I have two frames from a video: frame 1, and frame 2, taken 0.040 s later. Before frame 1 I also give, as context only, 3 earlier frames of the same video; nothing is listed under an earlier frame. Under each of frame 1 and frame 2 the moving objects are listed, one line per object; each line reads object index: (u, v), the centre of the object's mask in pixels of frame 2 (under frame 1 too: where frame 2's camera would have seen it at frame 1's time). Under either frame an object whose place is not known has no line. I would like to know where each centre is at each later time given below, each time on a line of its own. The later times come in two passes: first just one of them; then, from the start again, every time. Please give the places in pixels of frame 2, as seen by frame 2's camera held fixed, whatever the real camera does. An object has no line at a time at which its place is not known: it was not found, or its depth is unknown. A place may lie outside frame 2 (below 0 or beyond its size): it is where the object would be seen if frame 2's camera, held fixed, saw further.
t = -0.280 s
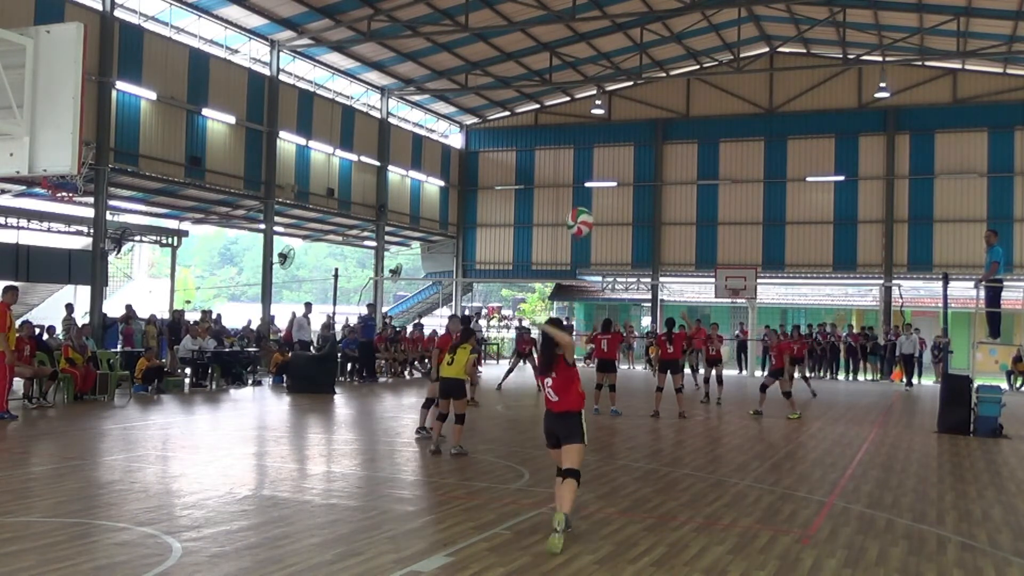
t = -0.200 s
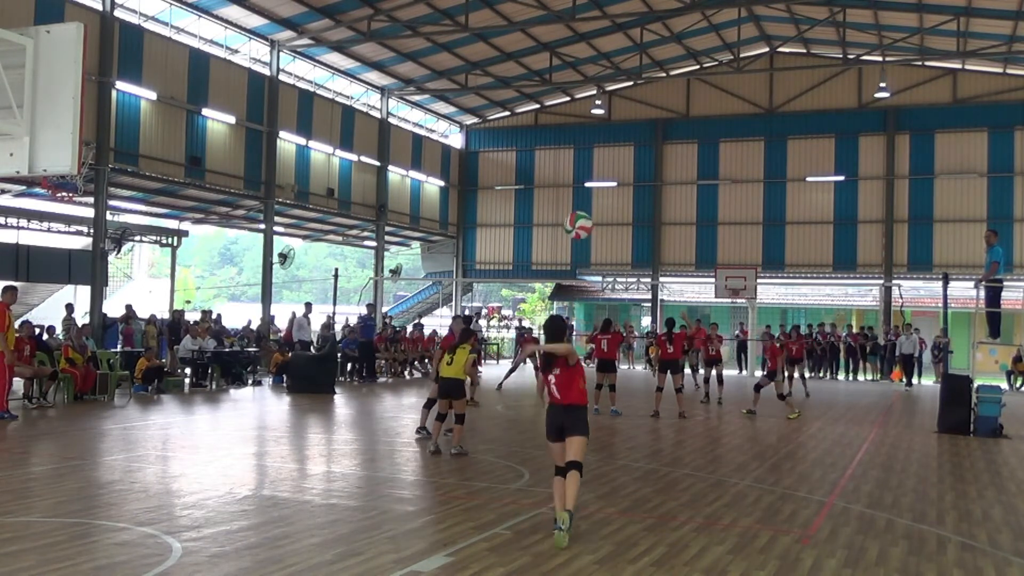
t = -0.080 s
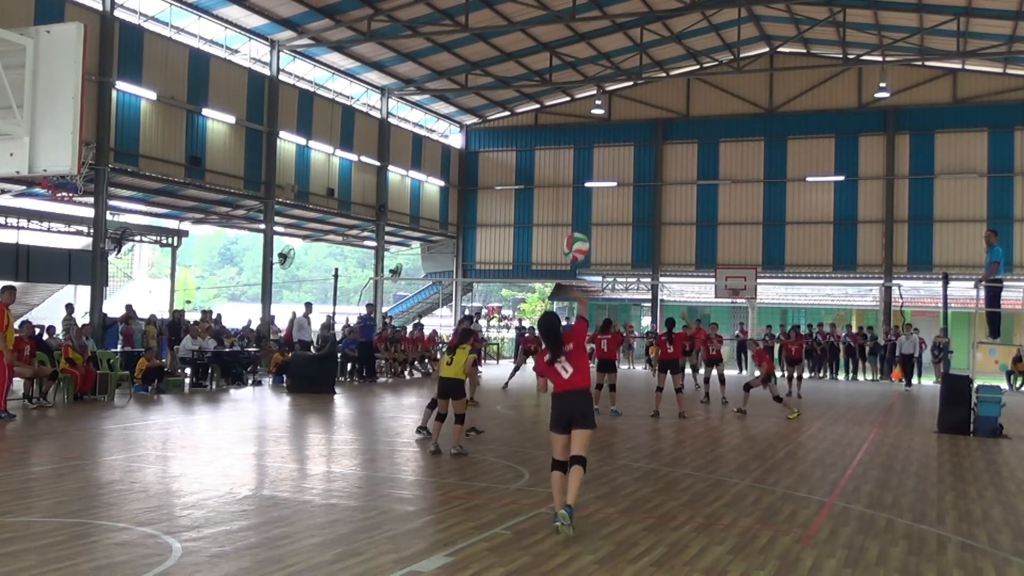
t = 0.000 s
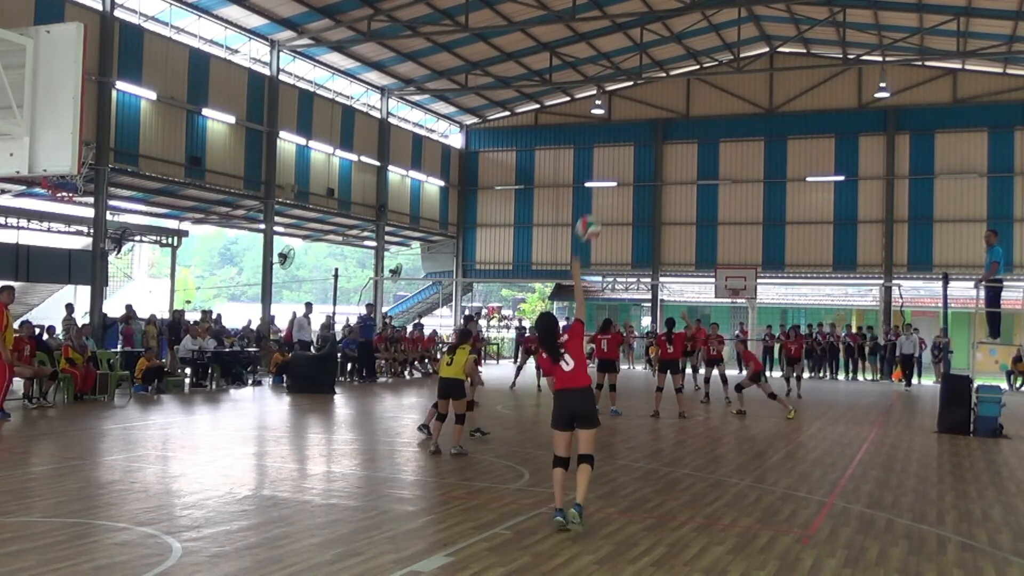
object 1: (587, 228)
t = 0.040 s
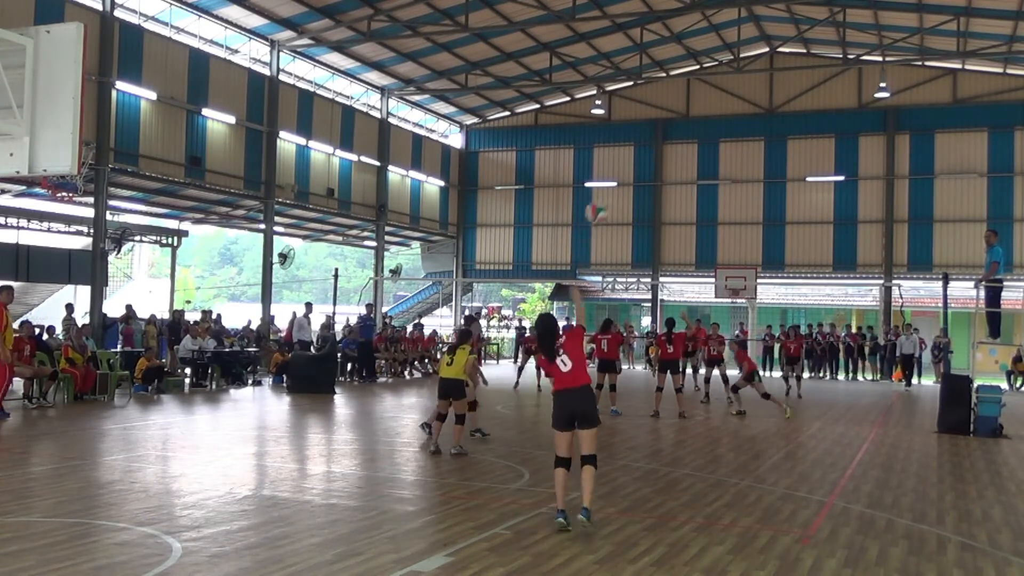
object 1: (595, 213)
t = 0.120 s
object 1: (609, 191)
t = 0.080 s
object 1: (603, 201)
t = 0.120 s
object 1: (609, 191)
